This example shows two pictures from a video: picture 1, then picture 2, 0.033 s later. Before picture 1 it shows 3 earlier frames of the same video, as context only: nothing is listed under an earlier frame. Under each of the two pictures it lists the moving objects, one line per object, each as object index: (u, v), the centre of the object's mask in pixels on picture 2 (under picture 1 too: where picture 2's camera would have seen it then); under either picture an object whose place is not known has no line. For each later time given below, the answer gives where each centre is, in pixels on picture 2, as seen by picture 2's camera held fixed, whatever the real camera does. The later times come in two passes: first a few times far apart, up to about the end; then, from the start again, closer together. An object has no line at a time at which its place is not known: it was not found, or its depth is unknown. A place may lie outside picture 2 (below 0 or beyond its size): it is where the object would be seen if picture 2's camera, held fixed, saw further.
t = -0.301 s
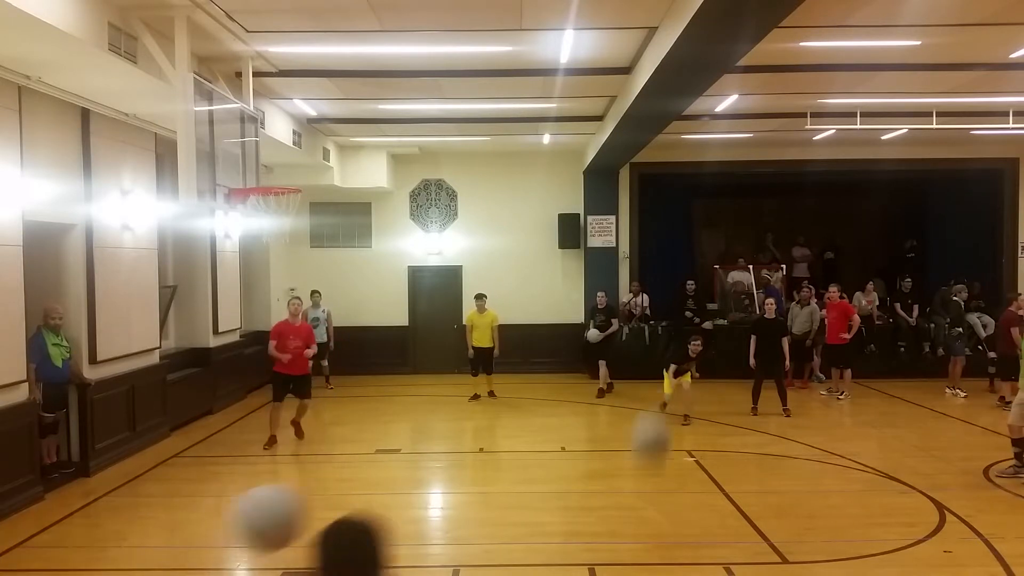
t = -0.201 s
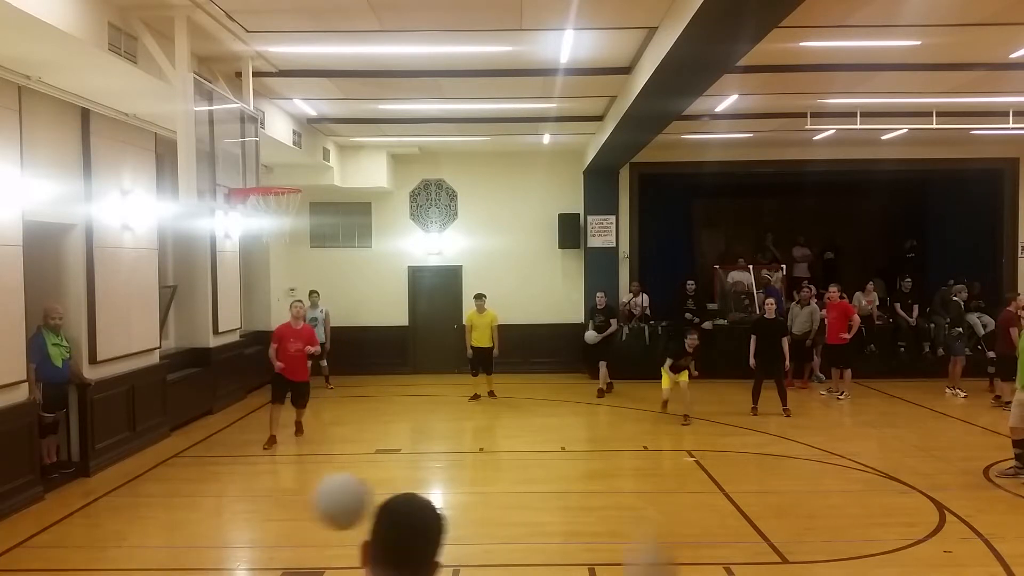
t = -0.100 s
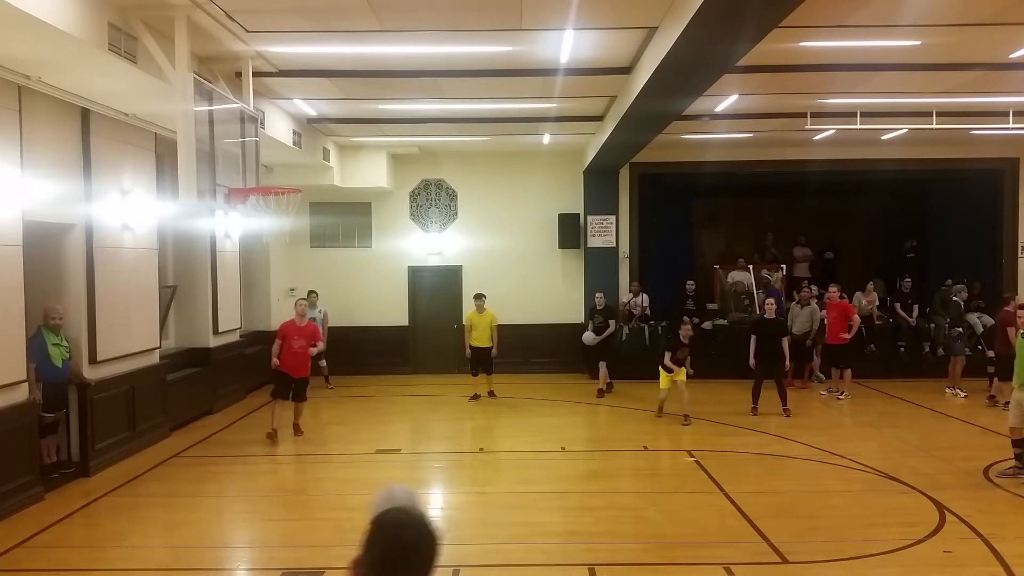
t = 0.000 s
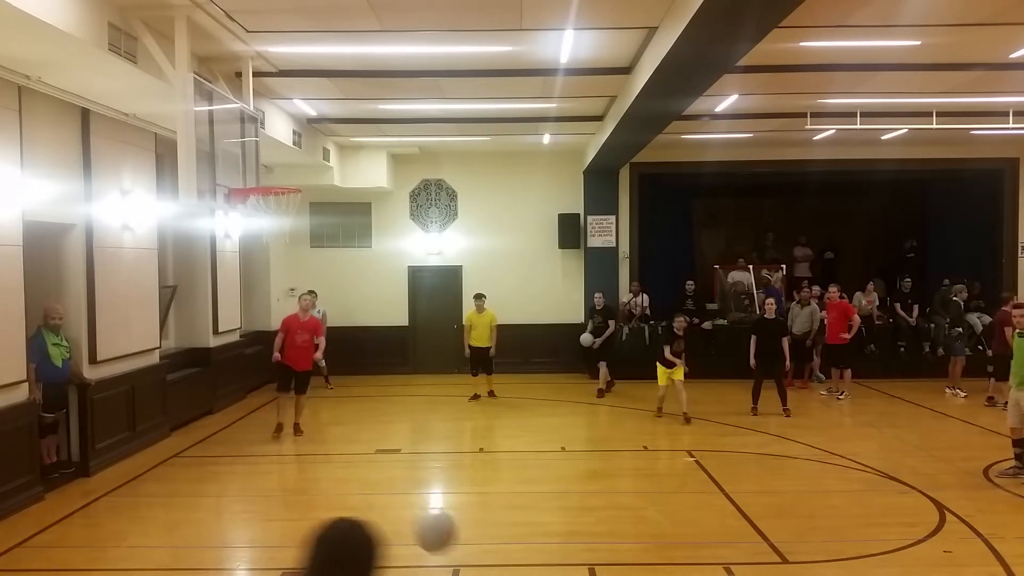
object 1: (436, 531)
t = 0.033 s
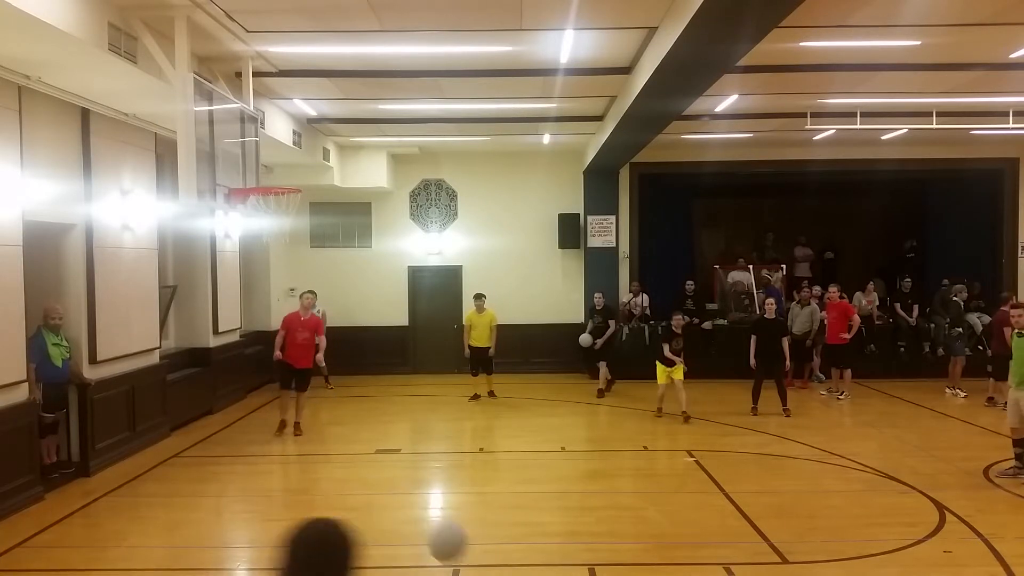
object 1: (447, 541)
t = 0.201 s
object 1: (491, 571)
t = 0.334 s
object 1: (505, 508)
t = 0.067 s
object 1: (458, 552)
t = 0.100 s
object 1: (467, 561)
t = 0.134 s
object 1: (476, 567)
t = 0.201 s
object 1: (491, 571)
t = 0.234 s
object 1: (495, 560)
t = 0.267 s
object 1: (498, 541)
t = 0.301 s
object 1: (502, 524)
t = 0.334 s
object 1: (505, 508)
